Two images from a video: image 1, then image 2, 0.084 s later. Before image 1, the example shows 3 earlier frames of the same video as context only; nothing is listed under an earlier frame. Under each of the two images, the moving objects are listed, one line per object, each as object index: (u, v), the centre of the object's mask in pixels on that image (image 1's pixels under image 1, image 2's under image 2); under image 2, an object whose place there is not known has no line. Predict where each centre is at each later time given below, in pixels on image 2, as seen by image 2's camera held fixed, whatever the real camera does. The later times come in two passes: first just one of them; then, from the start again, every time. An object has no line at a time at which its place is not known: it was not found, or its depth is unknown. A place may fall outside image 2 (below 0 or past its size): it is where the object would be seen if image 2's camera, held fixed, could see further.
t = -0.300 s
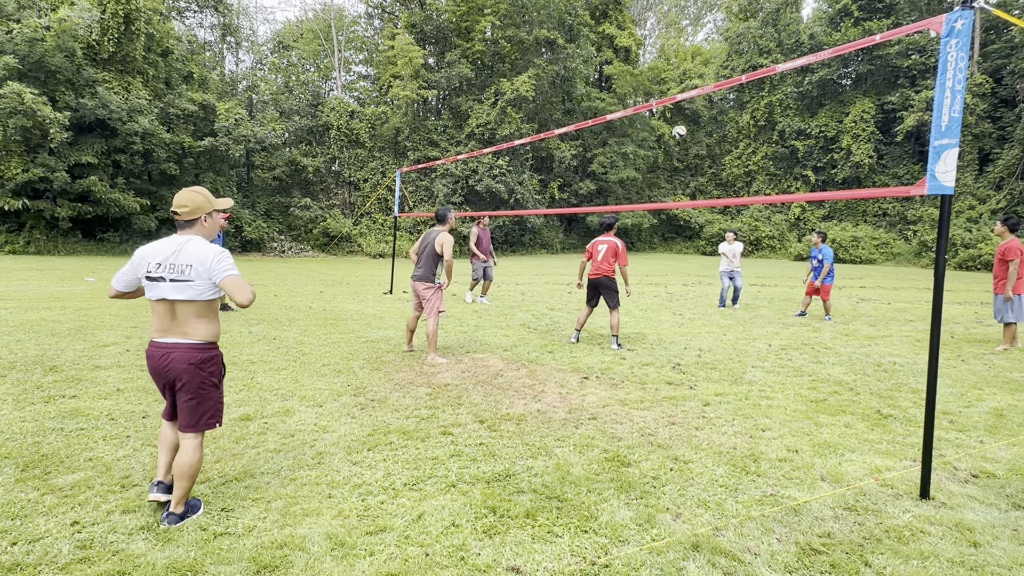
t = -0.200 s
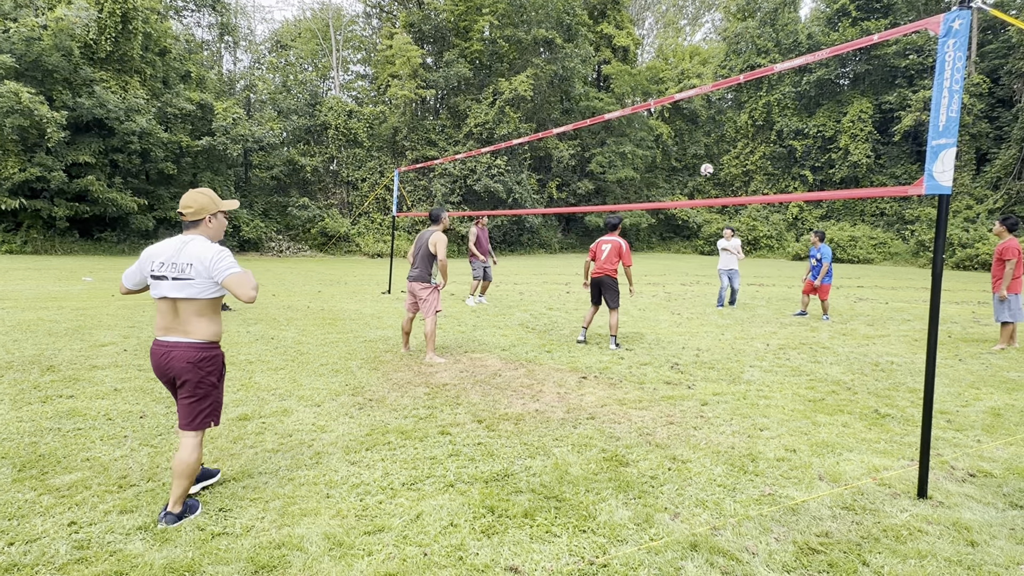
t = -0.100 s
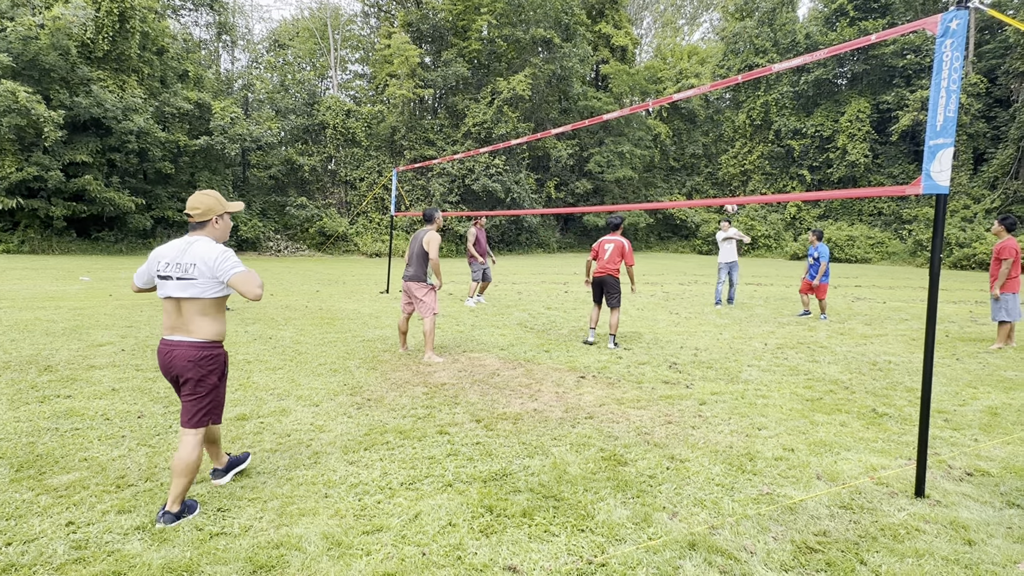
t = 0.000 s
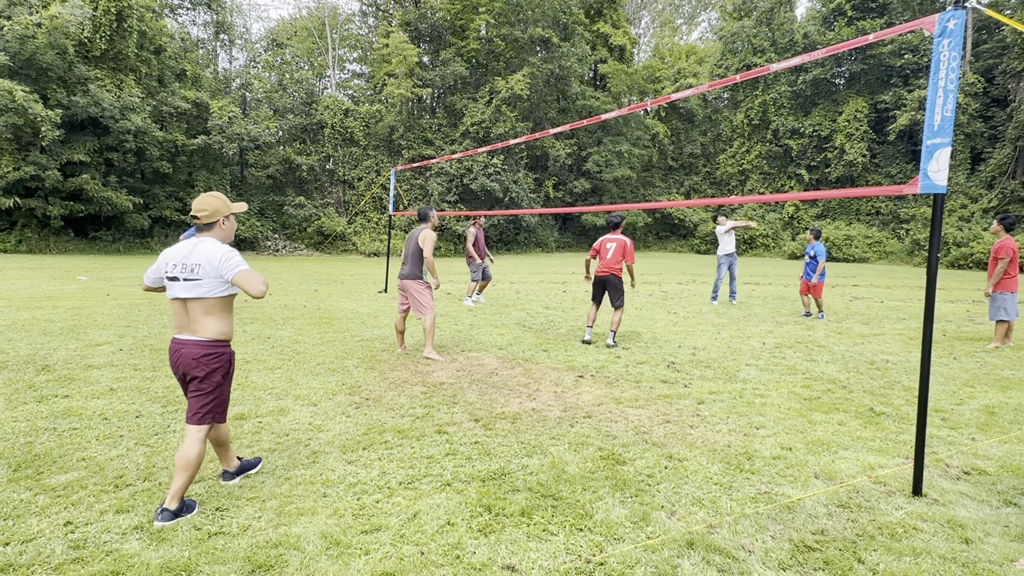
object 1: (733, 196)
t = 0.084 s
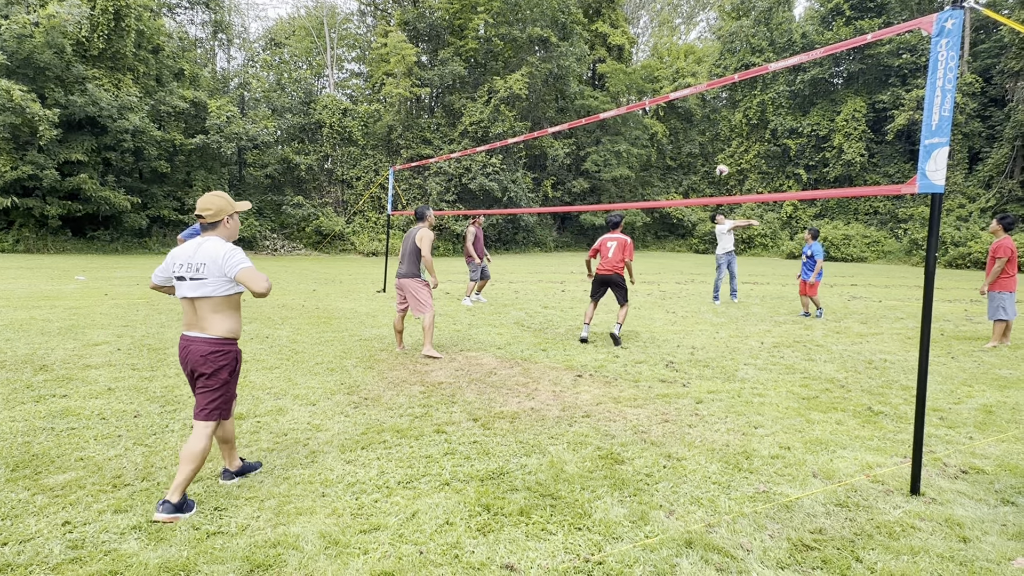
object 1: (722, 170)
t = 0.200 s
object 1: (708, 133)
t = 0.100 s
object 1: (719, 165)
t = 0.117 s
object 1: (718, 159)
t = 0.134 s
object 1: (716, 154)
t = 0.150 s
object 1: (714, 148)
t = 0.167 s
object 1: (712, 143)
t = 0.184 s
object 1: (710, 138)
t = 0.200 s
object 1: (708, 133)
